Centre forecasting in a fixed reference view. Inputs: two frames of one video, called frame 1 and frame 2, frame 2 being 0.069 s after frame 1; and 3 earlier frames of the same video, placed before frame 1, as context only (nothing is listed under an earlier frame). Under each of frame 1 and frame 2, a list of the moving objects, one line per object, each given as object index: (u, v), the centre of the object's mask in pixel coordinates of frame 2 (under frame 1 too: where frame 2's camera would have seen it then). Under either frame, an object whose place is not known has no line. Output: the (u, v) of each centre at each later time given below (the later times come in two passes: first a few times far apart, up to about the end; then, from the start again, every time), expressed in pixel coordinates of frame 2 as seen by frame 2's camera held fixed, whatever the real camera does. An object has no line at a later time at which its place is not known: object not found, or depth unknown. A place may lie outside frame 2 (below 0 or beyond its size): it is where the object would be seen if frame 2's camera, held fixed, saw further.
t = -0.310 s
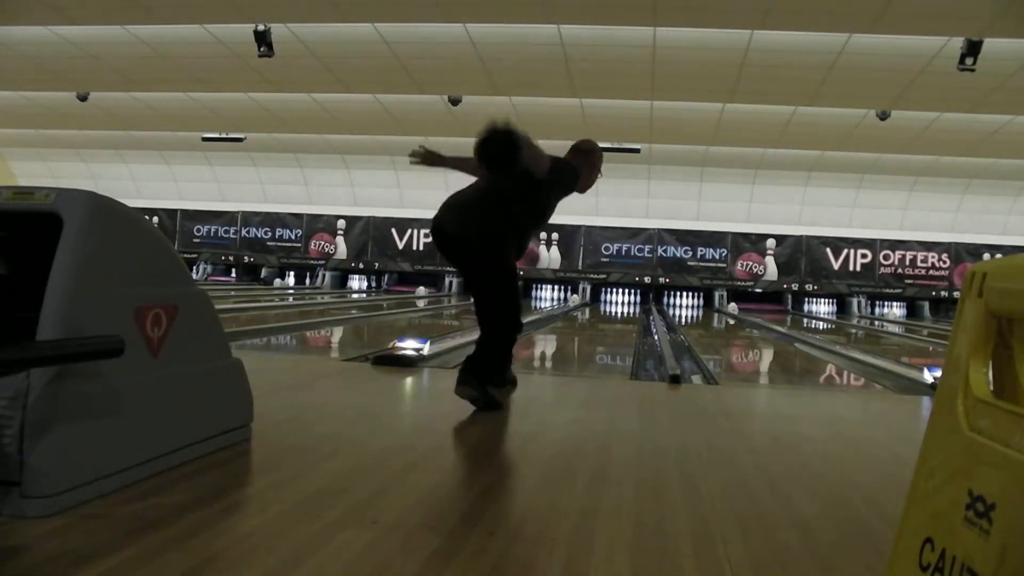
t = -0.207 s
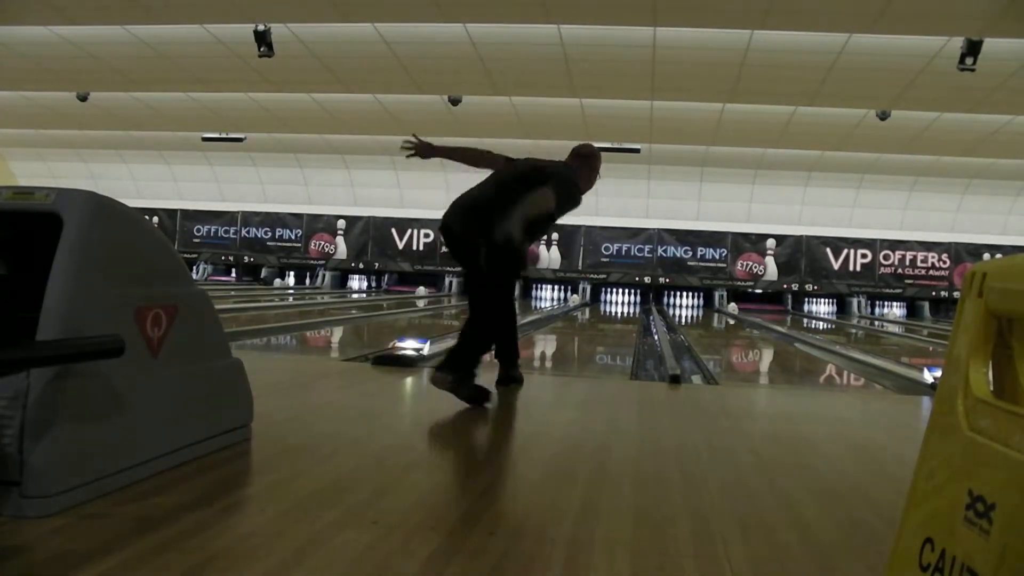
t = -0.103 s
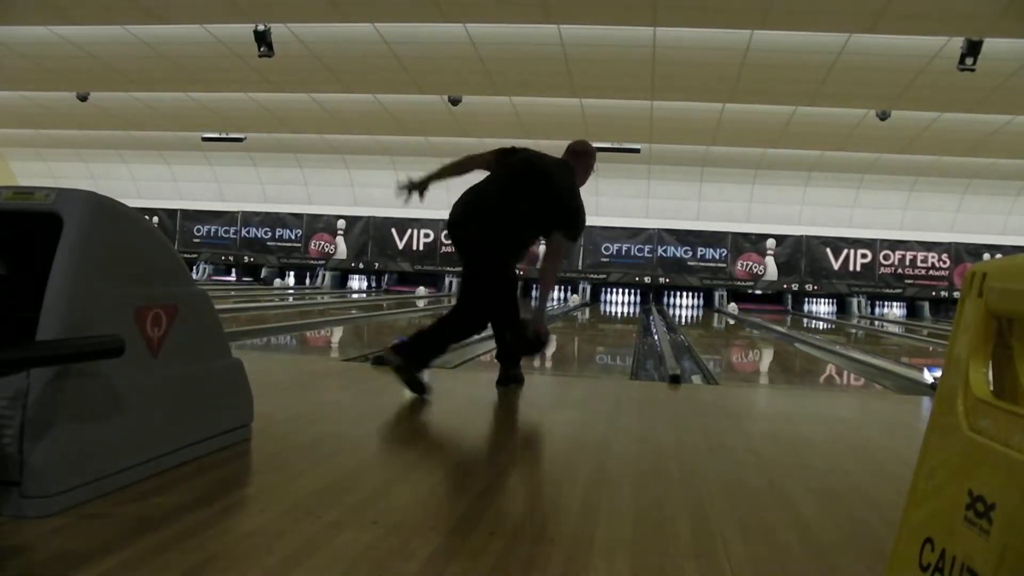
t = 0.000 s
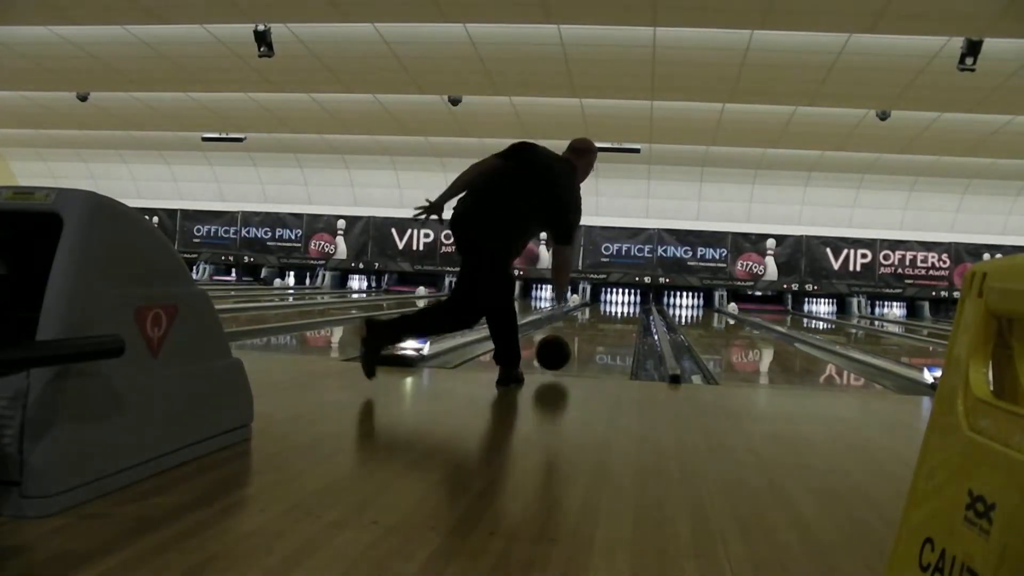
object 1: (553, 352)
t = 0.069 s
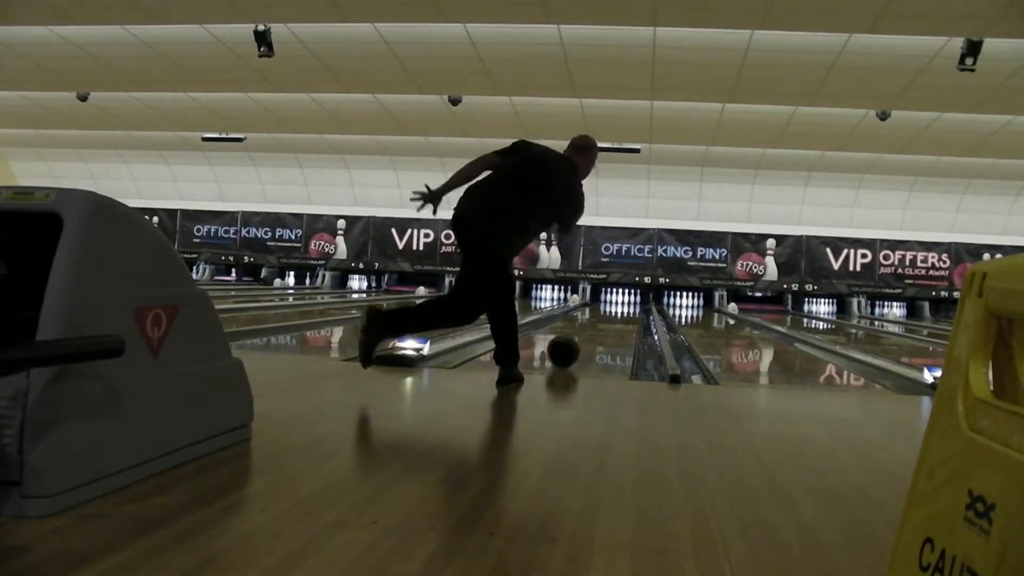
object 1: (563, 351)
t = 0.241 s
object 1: (583, 340)
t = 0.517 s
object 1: (604, 325)
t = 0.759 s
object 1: (614, 319)
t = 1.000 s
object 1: (621, 313)
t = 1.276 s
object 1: (626, 309)
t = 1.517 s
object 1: (628, 306)
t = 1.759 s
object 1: (629, 304)
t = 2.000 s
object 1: (627, 302)
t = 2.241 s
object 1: (625, 300)
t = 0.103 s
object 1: (568, 349)
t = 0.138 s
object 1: (572, 346)
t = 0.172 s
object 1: (576, 344)
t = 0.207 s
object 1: (579, 342)
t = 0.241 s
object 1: (583, 340)
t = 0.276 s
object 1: (586, 337)
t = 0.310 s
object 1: (588, 336)
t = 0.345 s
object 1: (591, 334)
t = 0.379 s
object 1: (594, 332)
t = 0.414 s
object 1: (596, 331)
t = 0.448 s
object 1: (598, 330)
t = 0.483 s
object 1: (600, 328)
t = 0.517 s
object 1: (604, 325)
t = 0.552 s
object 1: (605, 324)
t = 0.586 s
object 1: (606, 324)
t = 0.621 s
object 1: (608, 322)
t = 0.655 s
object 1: (610, 322)
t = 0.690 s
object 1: (611, 320)
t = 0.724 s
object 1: (613, 320)
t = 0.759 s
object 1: (614, 319)
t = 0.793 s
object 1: (615, 318)
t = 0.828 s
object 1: (616, 317)
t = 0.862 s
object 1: (617, 316)
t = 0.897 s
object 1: (618, 316)
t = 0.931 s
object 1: (619, 315)
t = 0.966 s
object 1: (620, 314)
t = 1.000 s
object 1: (621, 313)
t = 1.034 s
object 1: (622, 313)
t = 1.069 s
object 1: (622, 312)
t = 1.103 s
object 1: (623, 312)
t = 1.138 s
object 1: (624, 311)
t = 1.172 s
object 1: (624, 311)
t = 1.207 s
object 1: (625, 310)
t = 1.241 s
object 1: (626, 310)
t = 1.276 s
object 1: (626, 309)
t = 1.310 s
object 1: (627, 309)
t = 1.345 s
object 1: (627, 308)
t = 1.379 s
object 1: (627, 308)
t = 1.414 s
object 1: (628, 308)
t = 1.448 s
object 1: (628, 307)
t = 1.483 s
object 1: (628, 307)
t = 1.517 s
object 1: (628, 306)
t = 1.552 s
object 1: (629, 306)
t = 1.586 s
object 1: (629, 306)
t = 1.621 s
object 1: (629, 305)
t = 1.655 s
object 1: (629, 305)
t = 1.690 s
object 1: (629, 305)
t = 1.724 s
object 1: (629, 305)
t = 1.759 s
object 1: (629, 304)
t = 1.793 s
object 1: (629, 304)
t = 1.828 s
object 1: (629, 303)
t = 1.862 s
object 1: (629, 303)
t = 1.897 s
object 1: (628, 303)
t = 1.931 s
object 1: (628, 303)
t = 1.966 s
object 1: (627, 303)
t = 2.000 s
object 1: (627, 302)
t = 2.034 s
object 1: (626, 302)
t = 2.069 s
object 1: (626, 302)
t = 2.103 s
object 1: (626, 301)
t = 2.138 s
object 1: (626, 301)
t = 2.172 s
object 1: (625, 301)
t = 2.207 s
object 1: (625, 301)
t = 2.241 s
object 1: (625, 300)
